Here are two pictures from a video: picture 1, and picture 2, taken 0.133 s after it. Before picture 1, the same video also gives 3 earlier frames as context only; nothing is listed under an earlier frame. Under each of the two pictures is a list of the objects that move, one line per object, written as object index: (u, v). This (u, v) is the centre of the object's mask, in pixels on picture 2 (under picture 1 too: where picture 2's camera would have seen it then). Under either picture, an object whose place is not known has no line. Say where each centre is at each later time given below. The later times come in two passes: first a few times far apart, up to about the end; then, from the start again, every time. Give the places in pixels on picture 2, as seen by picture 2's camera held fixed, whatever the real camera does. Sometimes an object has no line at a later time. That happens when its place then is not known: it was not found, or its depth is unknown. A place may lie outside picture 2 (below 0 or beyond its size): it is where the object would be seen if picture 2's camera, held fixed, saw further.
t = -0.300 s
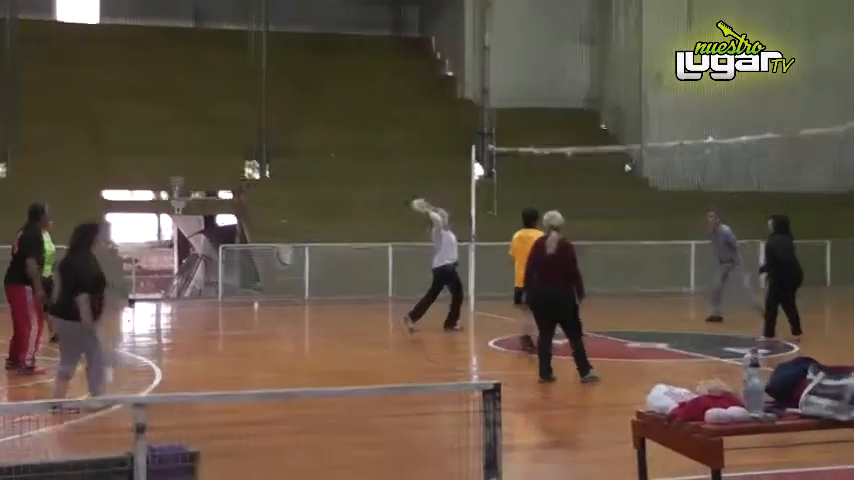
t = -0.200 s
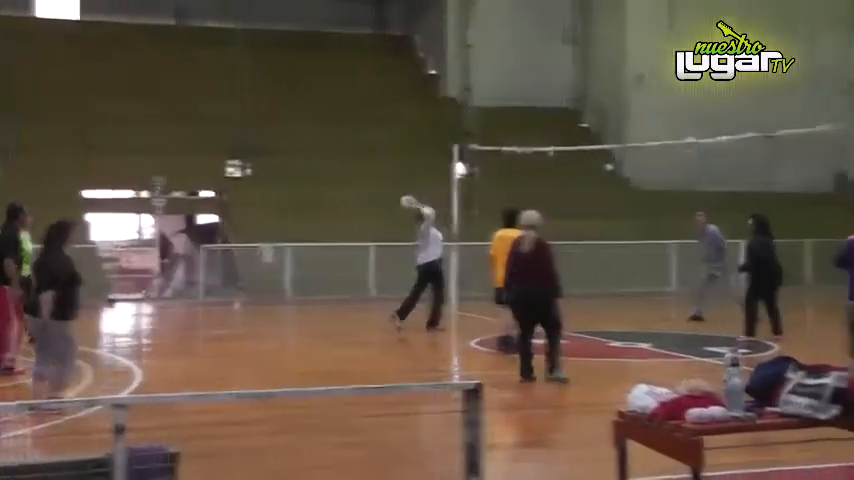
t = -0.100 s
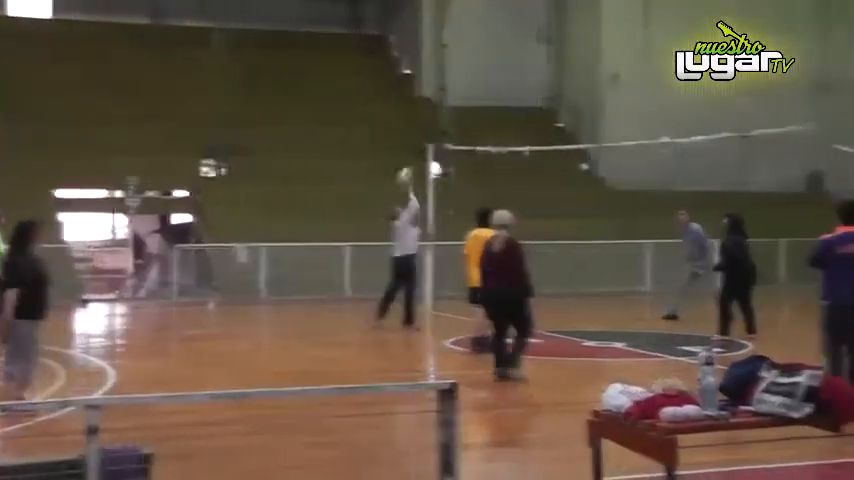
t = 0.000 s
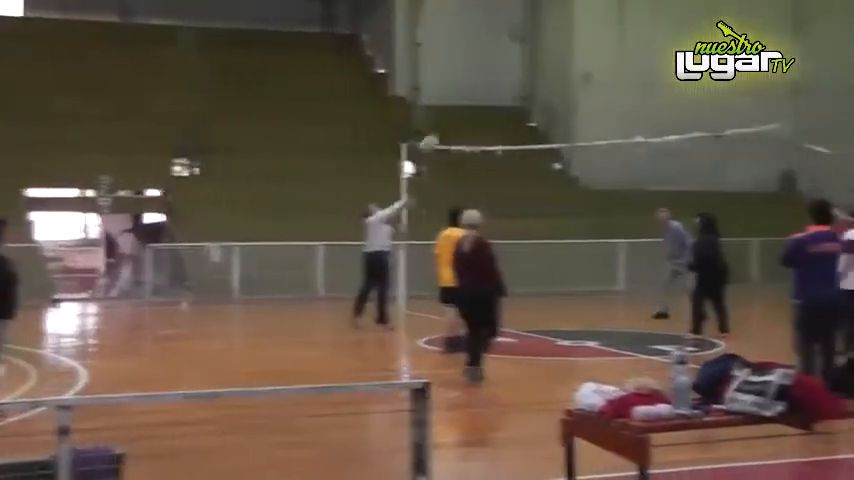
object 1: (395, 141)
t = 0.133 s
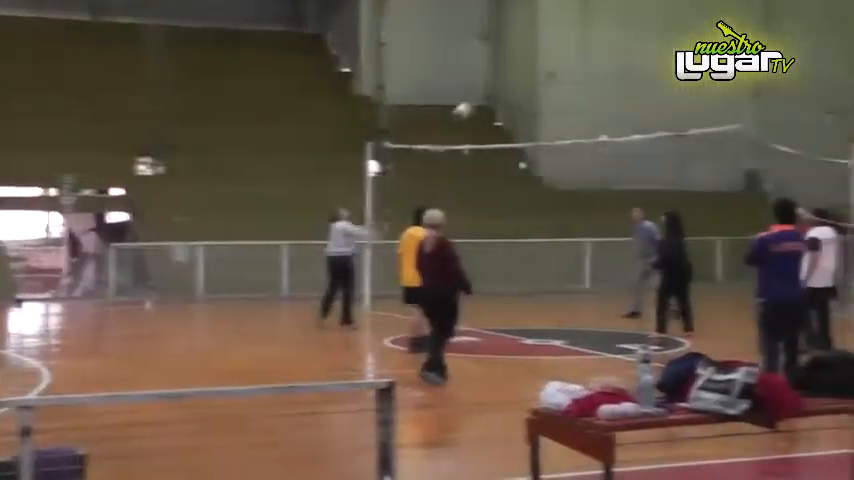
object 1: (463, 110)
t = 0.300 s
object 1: (540, 88)
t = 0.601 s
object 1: (668, 101)
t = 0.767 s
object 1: (732, 132)
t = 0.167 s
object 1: (478, 104)
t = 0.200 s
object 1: (493, 99)
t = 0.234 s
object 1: (509, 95)
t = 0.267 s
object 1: (523, 92)
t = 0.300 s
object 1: (540, 88)
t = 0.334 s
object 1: (555, 87)
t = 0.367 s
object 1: (567, 86)
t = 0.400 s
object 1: (583, 86)
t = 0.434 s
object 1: (597, 88)
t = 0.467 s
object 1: (610, 90)
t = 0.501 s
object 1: (624, 92)
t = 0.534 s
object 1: (639, 94)
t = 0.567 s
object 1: (653, 97)
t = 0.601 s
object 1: (668, 101)
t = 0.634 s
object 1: (682, 106)
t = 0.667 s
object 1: (695, 113)
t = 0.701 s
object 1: (706, 117)
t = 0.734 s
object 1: (721, 127)
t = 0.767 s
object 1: (732, 132)
